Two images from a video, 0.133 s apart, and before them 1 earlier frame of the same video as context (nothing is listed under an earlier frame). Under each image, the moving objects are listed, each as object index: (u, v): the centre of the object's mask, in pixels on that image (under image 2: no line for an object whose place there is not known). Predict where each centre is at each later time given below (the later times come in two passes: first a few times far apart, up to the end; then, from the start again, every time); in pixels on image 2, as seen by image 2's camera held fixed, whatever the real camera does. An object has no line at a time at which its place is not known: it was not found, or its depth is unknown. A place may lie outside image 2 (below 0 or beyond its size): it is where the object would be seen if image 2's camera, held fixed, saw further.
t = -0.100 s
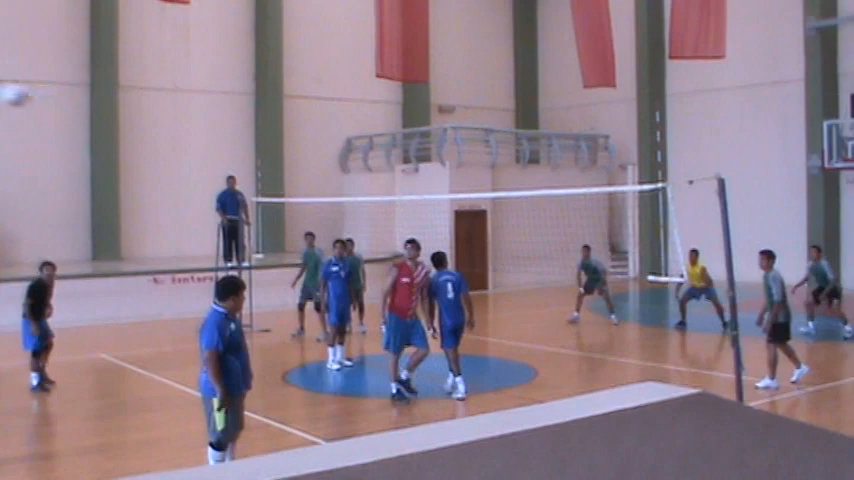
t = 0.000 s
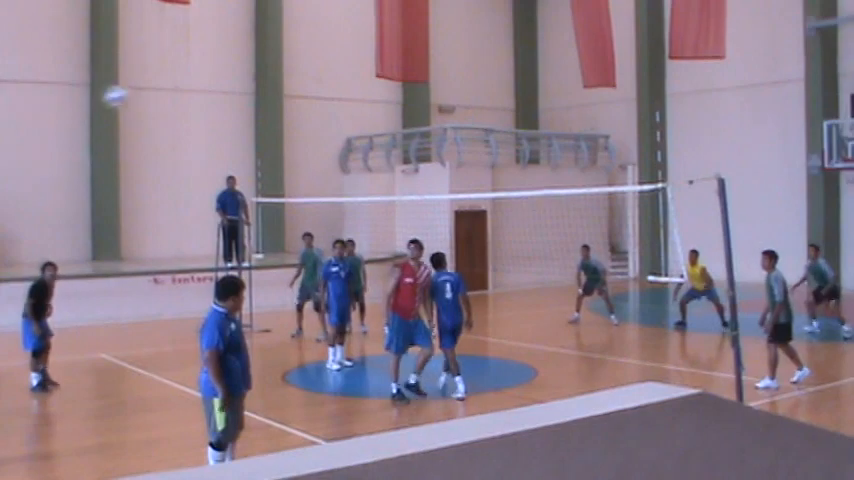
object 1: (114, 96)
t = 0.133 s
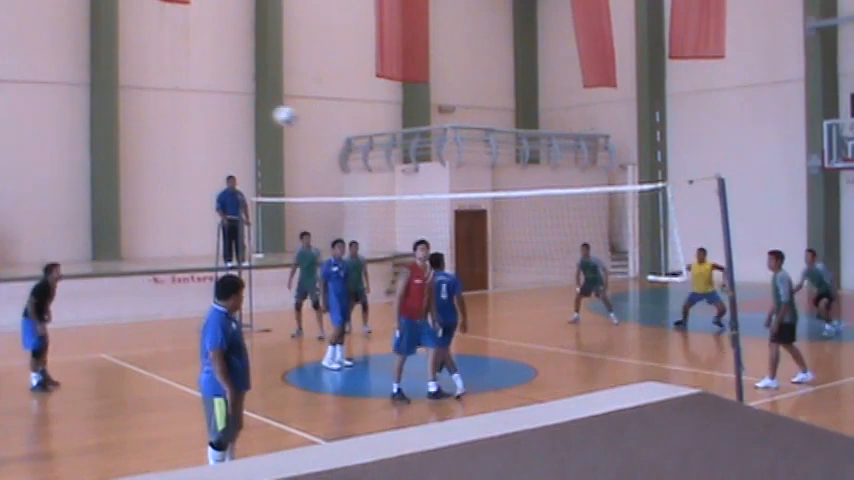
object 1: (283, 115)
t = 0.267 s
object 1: (413, 149)
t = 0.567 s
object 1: (611, 251)
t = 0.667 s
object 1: (656, 290)
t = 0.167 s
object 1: (320, 123)
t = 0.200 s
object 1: (352, 130)
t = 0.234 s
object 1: (382, 140)
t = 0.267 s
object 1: (413, 149)
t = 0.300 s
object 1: (440, 158)
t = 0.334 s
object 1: (467, 169)
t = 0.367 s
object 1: (492, 180)
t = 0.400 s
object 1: (513, 187)
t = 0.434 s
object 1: (535, 202)
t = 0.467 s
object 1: (556, 214)
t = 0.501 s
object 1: (575, 226)
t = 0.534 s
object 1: (593, 237)
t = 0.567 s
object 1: (611, 251)
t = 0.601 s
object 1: (626, 264)
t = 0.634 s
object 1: (641, 278)
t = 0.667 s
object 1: (656, 290)
